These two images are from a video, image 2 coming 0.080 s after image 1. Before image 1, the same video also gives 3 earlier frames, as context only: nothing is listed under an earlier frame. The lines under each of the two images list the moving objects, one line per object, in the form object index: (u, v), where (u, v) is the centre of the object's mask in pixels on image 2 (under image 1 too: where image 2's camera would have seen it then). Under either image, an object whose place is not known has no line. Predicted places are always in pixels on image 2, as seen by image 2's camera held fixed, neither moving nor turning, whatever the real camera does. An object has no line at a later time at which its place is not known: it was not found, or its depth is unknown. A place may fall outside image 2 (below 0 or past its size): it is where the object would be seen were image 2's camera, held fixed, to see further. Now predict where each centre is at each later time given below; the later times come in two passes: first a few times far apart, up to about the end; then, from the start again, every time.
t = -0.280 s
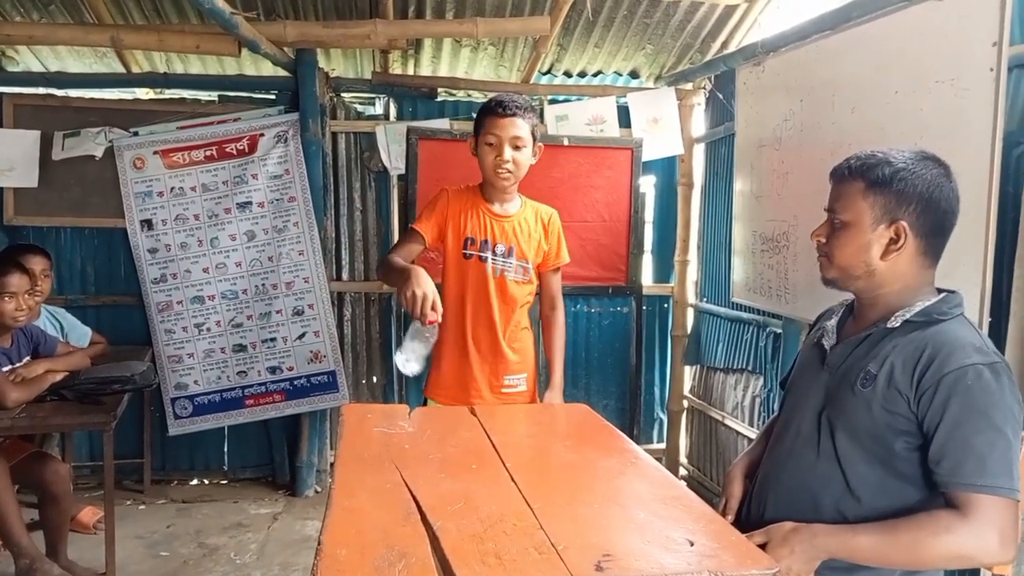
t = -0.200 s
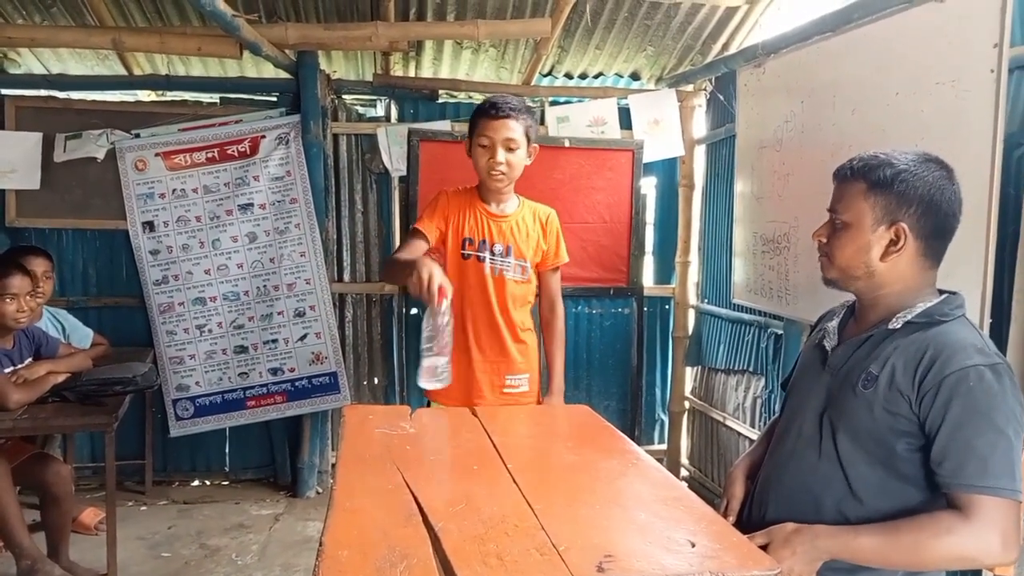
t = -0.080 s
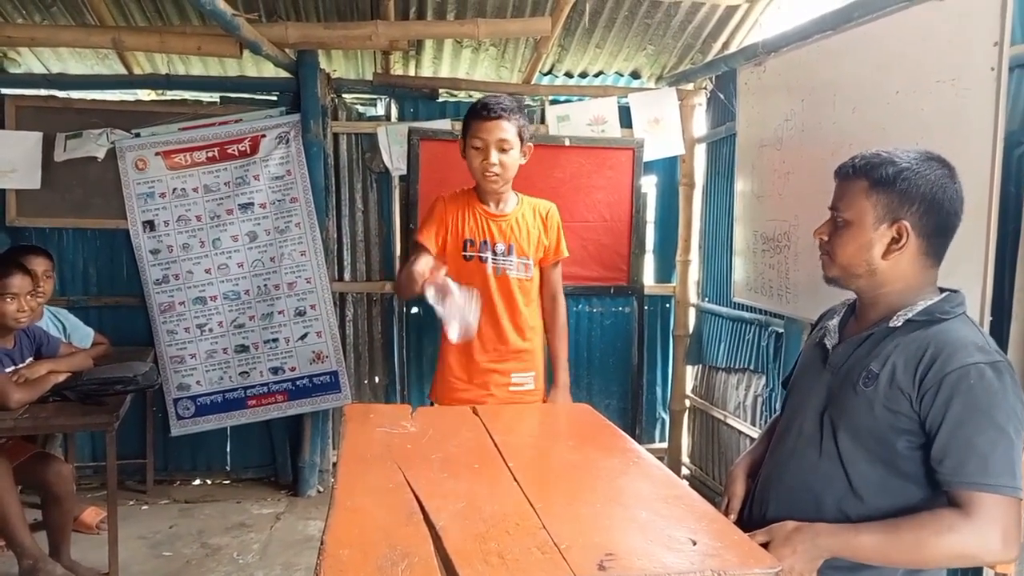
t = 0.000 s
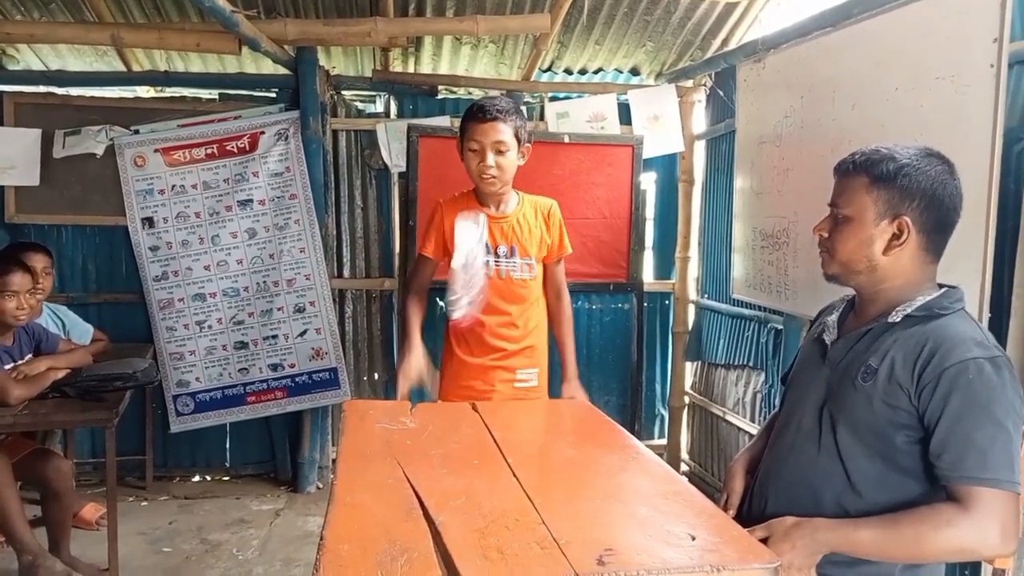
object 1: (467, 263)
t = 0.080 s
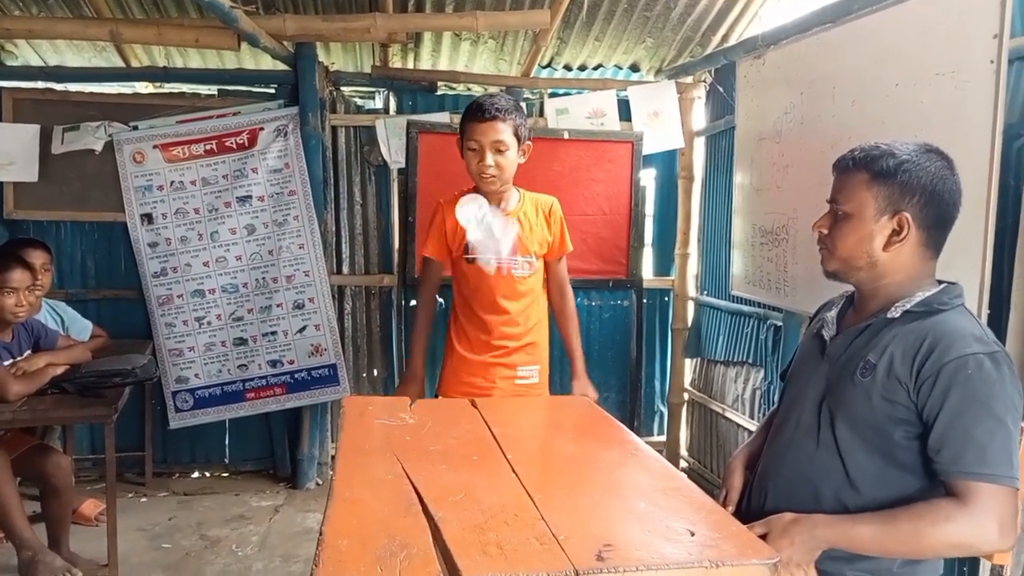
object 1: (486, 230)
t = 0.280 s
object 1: (505, 295)
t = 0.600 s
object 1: (515, 436)
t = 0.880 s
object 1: (518, 436)
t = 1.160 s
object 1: (523, 435)
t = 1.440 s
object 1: (531, 434)
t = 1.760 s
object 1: (533, 434)
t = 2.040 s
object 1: (529, 434)
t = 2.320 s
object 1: (531, 434)
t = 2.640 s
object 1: (531, 434)
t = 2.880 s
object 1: (530, 435)
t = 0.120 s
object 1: (491, 217)
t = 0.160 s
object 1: (497, 212)
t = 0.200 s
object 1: (499, 220)
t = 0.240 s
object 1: (503, 262)
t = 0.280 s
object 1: (505, 295)
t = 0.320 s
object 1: (507, 338)
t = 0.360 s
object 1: (510, 383)
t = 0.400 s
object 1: (511, 398)
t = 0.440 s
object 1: (513, 408)
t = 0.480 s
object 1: (513, 416)
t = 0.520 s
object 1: (512, 427)
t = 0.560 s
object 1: (514, 434)
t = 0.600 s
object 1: (515, 436)
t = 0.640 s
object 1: (516, 436)
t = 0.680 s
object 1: (516, 436)
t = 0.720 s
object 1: (516, 436)
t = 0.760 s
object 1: (515, 436)
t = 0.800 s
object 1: (516, 436)
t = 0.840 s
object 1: (517, 436)
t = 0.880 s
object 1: (518, 436)
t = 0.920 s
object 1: (518, 436)
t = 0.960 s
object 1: (518, 436)
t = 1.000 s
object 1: (519, 436)
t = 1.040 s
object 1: (520, 435)
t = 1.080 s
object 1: (522, 435)
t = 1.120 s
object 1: (523, 435)
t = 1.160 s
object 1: (523, 435)
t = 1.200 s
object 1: (523, 435)
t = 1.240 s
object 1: (524, 435)
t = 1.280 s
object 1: (525, 435)
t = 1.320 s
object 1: (528, 434)
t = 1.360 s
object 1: (529, 434)
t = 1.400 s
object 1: (530, 434)
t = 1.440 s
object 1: (531, 434)
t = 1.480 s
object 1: (532, 434)
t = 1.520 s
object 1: (533, 434)
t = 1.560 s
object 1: (535, 433)
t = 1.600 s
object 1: (535, 433)
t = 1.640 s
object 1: (535, 433)
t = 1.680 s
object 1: (534, 434)
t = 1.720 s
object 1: (533, 434)
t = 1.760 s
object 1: (533, 434)
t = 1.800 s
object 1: (533, 434)
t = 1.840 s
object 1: (532, 434)
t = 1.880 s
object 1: (530, 434)
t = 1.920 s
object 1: (529, 434)
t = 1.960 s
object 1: (530, 434)
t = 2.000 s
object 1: (530, 434)
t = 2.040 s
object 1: (529, 434)
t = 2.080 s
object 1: (529, 434)
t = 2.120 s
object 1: (530, 434)
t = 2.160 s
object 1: (531, 434)
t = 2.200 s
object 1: (531, 434)
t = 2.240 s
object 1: (530, 434)
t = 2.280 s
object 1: (531, 434)
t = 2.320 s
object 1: (531, 434)
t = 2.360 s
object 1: (531, 434)
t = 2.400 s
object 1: (529, 434)
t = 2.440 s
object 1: (529, 434)
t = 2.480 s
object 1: (530, 434)
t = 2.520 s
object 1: (530, 434)
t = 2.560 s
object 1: (530, 434)
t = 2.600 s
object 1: (531, 434)
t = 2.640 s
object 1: (531, 434)
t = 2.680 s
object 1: (531, 434)
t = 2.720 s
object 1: (531, 434)
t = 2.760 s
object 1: (530, 434)
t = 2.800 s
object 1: (530, 434)
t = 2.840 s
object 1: (530, 434)
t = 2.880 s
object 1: (530, 435)
